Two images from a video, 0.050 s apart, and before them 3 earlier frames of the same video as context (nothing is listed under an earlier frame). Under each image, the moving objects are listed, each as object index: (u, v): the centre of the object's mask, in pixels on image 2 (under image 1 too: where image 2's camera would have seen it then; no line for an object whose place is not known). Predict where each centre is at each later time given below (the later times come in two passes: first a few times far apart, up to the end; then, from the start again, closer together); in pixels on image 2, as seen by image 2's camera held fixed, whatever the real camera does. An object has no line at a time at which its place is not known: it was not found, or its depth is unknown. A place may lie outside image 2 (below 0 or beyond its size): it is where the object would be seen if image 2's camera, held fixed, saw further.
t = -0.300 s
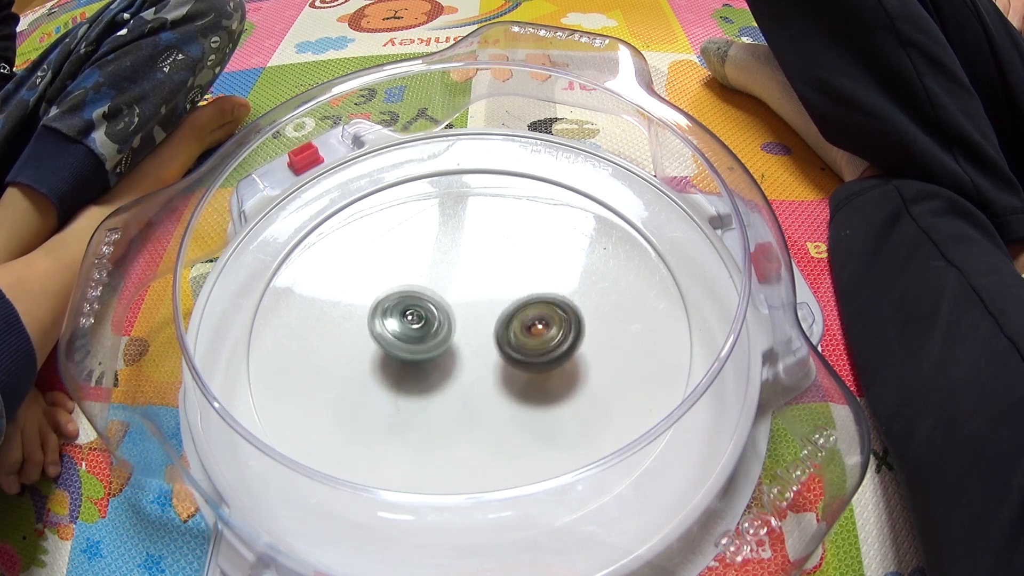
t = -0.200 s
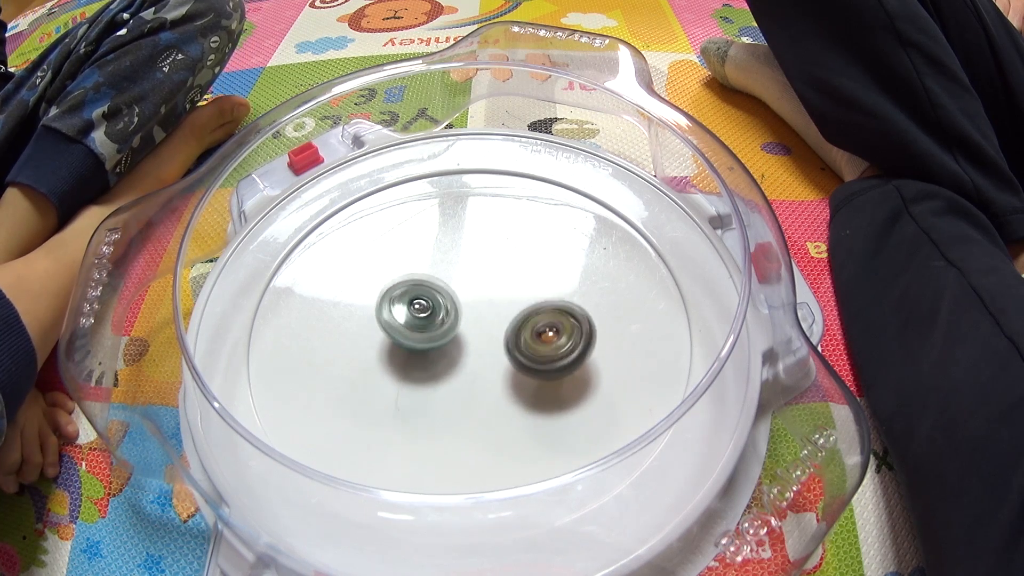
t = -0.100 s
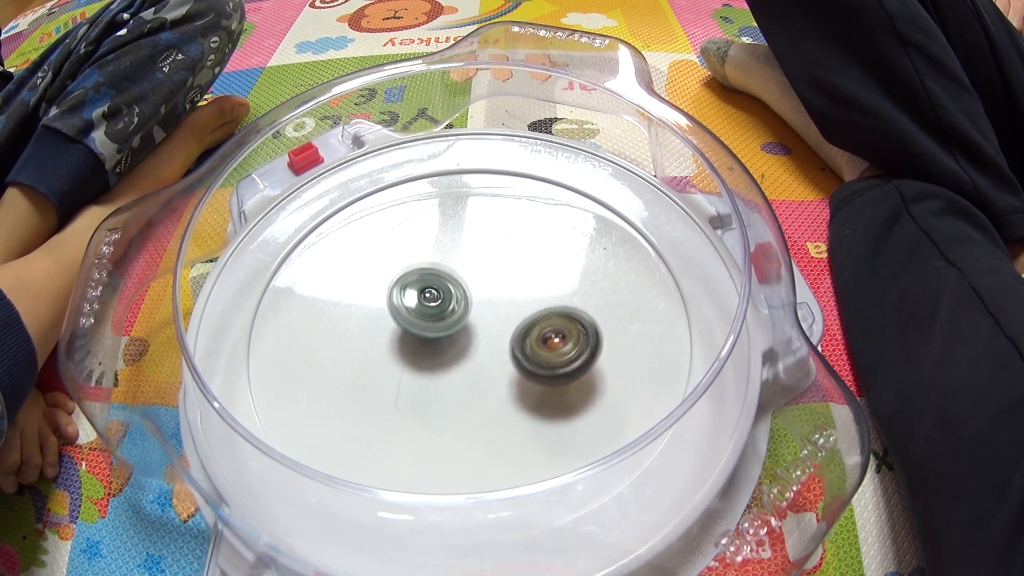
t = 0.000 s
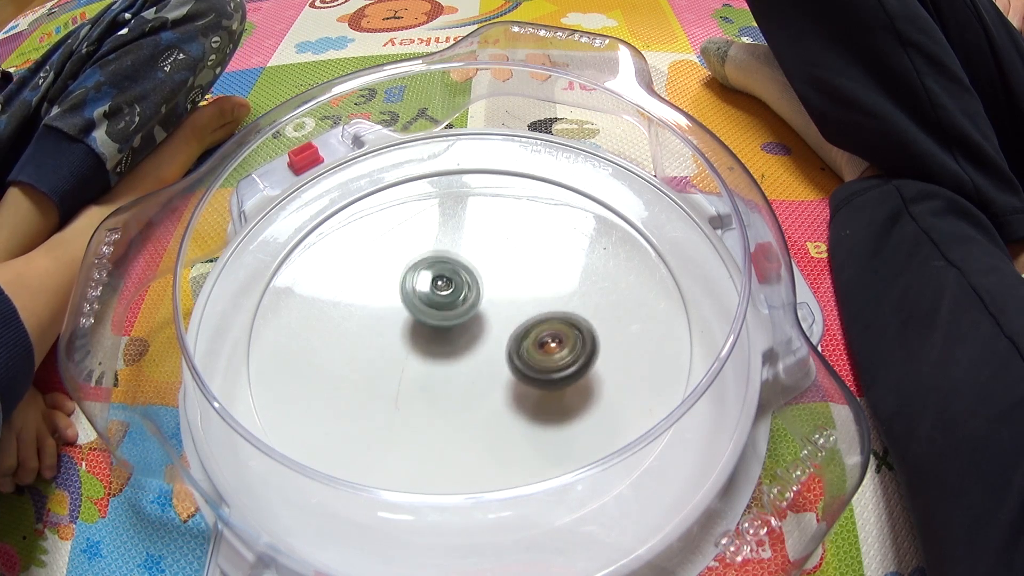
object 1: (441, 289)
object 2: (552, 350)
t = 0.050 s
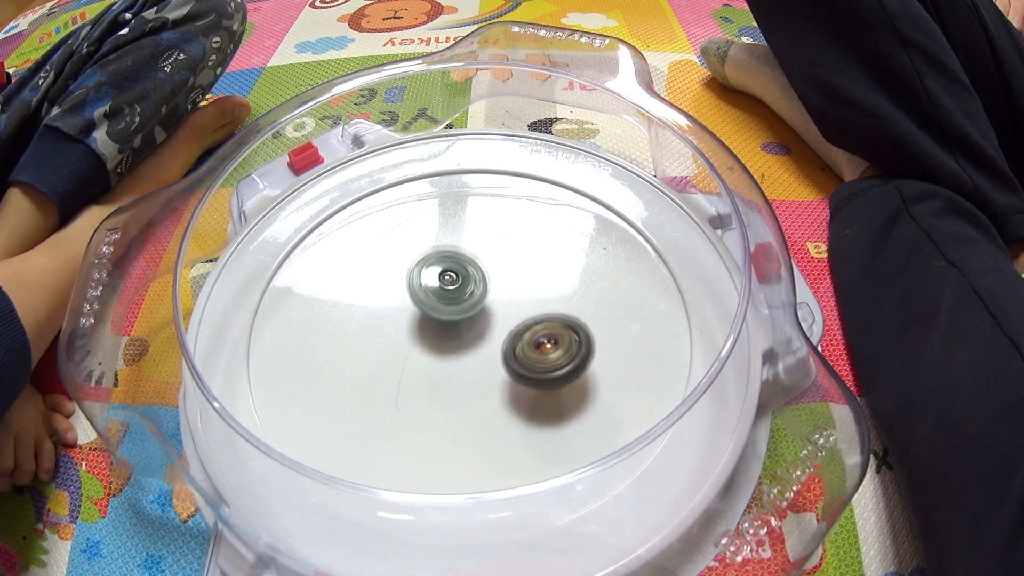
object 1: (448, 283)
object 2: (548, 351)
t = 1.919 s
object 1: (439, 362)
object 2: (402, 290)
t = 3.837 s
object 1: (400, 358)
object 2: (516, 315)
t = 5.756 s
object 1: (409, 287)
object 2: (505, 350)
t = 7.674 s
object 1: (411, 355)
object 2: (502, 314)
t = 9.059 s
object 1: (456, 375)
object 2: (485, 297)
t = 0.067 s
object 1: (450, 281)
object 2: (547, 351)
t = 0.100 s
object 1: (453, 279)
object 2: (542, 353)
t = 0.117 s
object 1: (455, 278)
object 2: (539, 353)
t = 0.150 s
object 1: (459, 276)
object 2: (535, 354)
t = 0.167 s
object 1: (461, 275)
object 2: (533, 355)
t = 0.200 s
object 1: (464, 273)
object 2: (526, 357)
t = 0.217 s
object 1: (466, 273)
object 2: (521, 359)
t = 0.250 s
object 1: (469, 273)
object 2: (514, 361)
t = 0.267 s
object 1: (470, 272)
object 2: (511, 362)
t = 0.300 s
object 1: (474, 271)
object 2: (503, 365)
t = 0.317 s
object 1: (475, 271)
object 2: (498, 367)
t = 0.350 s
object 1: (477, 272)
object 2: (490, 369)
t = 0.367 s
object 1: (479, 272)
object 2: (487, 371)
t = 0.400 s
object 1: (482, 272)
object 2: (480, 373)
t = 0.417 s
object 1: (484, 273)
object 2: (476, 375)
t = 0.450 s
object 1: (486, 274)
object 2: (469, 377)
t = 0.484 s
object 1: (490, 275)
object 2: (464, 378)
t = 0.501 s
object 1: (492, 275)
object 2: (461, 378)
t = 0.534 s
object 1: (494, 276)
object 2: (456, 380)
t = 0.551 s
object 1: (496, 278)
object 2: (453, 381)
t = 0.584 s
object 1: (499, 280)
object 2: (448, 381)
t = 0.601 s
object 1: (501, 281)
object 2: (446, 382)
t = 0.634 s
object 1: (503, 283)
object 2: (442, 382)
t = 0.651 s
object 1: (504, 284)
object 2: (440, 382)
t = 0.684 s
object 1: (506, 287)
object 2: (436, 382)
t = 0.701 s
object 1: (508, 288)
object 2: (434, 382)
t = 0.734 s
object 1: (510, 291)
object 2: (432, 381)
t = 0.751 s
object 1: (510, 292)
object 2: (432, 379)
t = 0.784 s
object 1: (512, 296)
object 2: (432, 378)
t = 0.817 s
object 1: (514, 299)
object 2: (430, 377)
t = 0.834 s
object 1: (514, 300)
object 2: (429, 375)
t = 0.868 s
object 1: (515, 303)
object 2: (426, 373)
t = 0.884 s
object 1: (516, 304)
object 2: (425, 371)
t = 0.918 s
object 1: (517, 307)
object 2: (423, 368)
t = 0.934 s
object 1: (517, 308)
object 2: (422, 367)
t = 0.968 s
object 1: (517, 312)
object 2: (420, 365)
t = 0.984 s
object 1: (518, 313)
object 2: (418, 364)
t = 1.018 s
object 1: (518, 316)
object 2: (415, 360)
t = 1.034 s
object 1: (517, 318)
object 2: (414, 358)
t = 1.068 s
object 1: (518, 321)
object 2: (412, 355)
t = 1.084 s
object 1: (518, 322)
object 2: (411, 353)
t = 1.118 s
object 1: (517, 325)
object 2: (410, 350)
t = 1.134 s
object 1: (517, 326)
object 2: (409, 349)
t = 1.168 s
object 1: (517, 329)
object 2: (407, 346)
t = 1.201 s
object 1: (515, 331)
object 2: (405, 342)
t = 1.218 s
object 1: (515, 333)
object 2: (404, 341)
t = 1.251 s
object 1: (513, 335)
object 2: (403, 338)
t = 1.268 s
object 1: (512, 336)
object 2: (403, 336)
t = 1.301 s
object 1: (508, 339)
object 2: (403, 334)
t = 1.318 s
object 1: (506, 341)
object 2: (403, 332)
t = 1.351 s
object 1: (501, 343)
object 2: (403, 329)
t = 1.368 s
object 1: (498, 344)
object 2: (403, 327)
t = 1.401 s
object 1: (494, 347)
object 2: (403, 324)
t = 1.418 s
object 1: (492, 348)
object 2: (403, 322)
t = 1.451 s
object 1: (487, 350)
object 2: (402, 318)
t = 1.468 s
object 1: (489, 353)
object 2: (398, 313)
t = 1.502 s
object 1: (490, 360)
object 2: (394, 306)
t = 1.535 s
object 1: (488, 365)
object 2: (392, 300)
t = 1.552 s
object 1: (488, 367)
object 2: (391, 298)
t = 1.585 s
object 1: (483, 369)
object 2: (390, 295)
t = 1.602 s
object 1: (480, 370)
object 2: (389, 294)
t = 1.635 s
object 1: (476, 371)
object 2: (388, 293)
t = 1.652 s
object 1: (473, 371)
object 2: (388, 292)
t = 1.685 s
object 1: (468, 370)
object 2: (388, 291)
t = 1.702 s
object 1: (466, 371)
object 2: (388, 290)
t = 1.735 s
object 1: (461, 369)
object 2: (388, 290)
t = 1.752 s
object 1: (458, 368)
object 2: (388, 291)
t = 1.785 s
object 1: (453, 366)
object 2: (390, 291)
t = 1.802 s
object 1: (450, 365)
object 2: (391, 292)
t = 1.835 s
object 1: (446, 363)
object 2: (395, 293)
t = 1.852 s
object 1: (444, 362)
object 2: (397, 294)
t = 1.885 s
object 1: (440, 360)
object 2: (400, 294)
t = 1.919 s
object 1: (439, 362)
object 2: (402, 290)
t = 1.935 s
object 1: (439, 362)
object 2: (403, 288)
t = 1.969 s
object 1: (437, 363)
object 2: (405, 284)
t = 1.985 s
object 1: (437, 362)
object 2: (406, 282)
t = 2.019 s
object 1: (434, 360)
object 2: (409, 278)
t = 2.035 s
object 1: (433, 359)
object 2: (410, 276)
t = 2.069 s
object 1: (432, 356)
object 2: (414, 274)
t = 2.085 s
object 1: (431, 355)
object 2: (415, 274)
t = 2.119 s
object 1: (430, 352)
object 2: (418, 273)
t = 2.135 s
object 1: (430, 349)
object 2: (419, 273)
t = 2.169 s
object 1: (427, 348)
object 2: (422, 272)
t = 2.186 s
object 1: (428, 348)
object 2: (424, 270)
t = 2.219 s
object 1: (426, 346)
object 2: (426, 268)
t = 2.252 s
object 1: (426, 344)
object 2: (428, 267)
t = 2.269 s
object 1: (426, 342)
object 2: (429, 266)
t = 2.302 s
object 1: (425, 341)
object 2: (431, 264)
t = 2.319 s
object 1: (426, 339)
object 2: (433, 263)
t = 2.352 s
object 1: (426, 335)
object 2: (436, 261)
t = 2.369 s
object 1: (426, 335)
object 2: (438, 260)
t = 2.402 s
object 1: (426, 332)
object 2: (443, 257)
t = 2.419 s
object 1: (426, 331)
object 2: (445, 257)
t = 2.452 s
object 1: (427, 328)
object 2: (449, 257)
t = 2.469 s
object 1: (427, 327)
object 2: (451, 257)
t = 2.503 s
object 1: (425, 332)
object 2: (458, 254)
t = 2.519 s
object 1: (425, 334)
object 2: (461, 252)
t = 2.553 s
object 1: (424, 335)
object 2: (467, 251)
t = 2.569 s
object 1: (425, 335)
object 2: (469, 251)
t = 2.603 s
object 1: (427, 334)
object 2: (472, 252)
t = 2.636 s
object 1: (429, 333)
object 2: (475, 255)
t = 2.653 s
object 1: (431, 332)
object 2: (475, 256)
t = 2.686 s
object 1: (433, 330)
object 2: (477, 259)
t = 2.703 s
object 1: (435, 329)
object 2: (477, 260)
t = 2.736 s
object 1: (438, 327)
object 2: (478, 262)
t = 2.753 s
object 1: (437, 329)
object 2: (481, 262)
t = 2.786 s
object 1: (435, 330)
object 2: (488, 261)
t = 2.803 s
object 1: (435, 331)
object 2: (491, 262)
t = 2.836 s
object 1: (436, 330)
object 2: (496, 264)
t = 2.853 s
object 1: (437, 330)
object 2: (498, 266)
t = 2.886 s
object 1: (439, 329)
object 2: (501, 269)
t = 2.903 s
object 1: (440, 330)
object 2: (502, 271)
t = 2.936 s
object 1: (443, 329)
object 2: (503, 274)
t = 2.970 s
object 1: (445, 330)
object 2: (506, 276)
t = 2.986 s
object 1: (446, 330)
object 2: (507, 276)
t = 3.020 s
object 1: (446, 330)
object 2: (512, 276)
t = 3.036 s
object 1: (447, 331)
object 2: (513, 276)
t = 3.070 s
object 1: (448, 330)
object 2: (516, 277)
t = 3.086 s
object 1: (449, 331)
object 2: (516, 278)
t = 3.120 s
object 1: (452, 330)
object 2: (517, 280)
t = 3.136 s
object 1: (451, 331)
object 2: (518, 280)
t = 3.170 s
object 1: (451, 332)
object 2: (520, 281)
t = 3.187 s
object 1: (450, 333)
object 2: (521, 282)
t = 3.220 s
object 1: (453, 333)
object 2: (522, 284)
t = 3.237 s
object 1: (452, 334)
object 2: (523, 286)
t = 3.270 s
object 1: (452, 335)
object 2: (525, 287)
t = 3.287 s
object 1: (452, 335)
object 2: (526, 287)
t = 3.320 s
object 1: (452, 337)
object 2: (526, 289)
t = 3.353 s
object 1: (453, 337)
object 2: (525, 291)
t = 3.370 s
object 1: (451, 338)
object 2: (526, 292)
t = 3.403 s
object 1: (447, 340)
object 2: (530, 294)
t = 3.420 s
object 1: (446, 342)
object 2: (531, 294)
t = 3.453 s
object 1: (445, 343)
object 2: (533, 296)
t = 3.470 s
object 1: (444, 344)
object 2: (533, 297)
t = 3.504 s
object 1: (444, 344)
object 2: (531, 299)
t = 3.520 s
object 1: (443, 345)
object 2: (529, 301)
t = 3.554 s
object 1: (443, 345)
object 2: (526, 304)
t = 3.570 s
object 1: (442, 346)
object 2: (524, 306)
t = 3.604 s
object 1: (432, 348)
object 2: (528, 306)
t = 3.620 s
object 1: (425, 350)
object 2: (531, 305)
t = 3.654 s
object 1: (416, 353)
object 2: (533, 306)
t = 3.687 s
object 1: (410, 356)
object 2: (532, 307)
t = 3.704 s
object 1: (407, 356)
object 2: (531, 308)
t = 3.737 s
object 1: (405, 357)
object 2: (529, 310)
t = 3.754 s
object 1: (403, 358)
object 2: (529, 311)
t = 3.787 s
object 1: (402, 358)
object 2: (524, 312)
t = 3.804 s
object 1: (401, 358)
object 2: (521, 313)
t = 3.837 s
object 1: (400, 358)
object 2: (516, 315)
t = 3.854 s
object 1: (400, 358)
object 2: (513, 316)
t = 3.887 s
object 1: (400, 357)
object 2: (509, 318)
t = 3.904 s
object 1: (399, 356)
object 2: (507, 318)
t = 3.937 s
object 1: (400, 355)
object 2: (502, 319)
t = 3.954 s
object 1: (400, 355)
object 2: (499, 320)
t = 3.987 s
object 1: (401, 353)
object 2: (495, 321)
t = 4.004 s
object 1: (401, 353)
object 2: (494, 322)
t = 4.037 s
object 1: (401, 351)
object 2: (491, 323)
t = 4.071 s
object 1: (396, 351)
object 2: (493, 322)
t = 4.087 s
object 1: (393, 350)
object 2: (495, 322)
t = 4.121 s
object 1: (391, 348)
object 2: (496, 322)
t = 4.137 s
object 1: (391, 347)
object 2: (496, 323)
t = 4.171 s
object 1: (392, 344)
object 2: (494, 324)
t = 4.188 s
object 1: (392, 343)
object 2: (492, 324)
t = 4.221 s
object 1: (395, 340)
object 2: (490, 326)
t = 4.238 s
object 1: (396, 339)
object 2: (489, 326)
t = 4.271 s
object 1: (392, 336)
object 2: (493, 326)
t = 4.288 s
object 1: (391, 335)
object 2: (495, 325)
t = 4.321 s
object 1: (390, 330)
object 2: (496, 325)
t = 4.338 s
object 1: (391, 329)
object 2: (497, 325)
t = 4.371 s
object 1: (393, 326)
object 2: (496, 324)
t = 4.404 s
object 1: (396, 323)
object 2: (494, 323)
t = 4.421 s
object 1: (397, 322)
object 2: (493, 322)
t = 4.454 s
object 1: (399, 318)
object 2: (493, 321)
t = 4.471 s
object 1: (398, 316)
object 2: (497, 320)
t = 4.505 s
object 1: (398, 312)
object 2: (500, 318)
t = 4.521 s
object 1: (400, 309)
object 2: (501, 317)
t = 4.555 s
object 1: (403, 307)
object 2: (503, 315)
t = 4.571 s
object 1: (405, 304)
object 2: (503, 313)
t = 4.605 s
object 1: (409, 302)
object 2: (502, 312)
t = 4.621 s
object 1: (411, 300)
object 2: (502, 311)
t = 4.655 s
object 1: (414, 297)
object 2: (503, 309)
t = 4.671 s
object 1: (412, 295)
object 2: (507, 309)
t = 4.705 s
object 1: (412, 290)
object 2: (514, 308)
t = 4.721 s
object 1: (413, 289)
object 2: (516, 307)
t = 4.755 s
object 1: (415, 286)
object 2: (519, 304)
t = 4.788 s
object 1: (419, 284)
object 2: (520, 304)
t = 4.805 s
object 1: (421, 283)
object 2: (521, 303)
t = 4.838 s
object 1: (424, 282)
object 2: (519, 302)
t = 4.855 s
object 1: (427, 281)
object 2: (517, 302)
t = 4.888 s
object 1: (431, 280)
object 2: (517, 302)
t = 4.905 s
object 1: (431, 279)
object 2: (517, 302)
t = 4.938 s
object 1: (425, 272)
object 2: (527, 307)
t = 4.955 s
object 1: (422, 269)
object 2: (531, 309)
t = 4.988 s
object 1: (420, 265)
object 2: (536, 310)
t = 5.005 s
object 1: (419, 266)
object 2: (538, 311)
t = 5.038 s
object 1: (420, 265)
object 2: (542, 311)
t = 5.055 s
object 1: (421, 266)
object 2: (542, 311)
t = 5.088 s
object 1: (422, 266)
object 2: (541, 312)
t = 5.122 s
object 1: (424, 267)
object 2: (540, 312)
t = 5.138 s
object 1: (426, 268)
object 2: (538, 312)
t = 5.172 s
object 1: (428, 270)
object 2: (534, 313)
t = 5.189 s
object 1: (430, 270)
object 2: (533, 313)
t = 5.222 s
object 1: (433, 273)
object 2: (529, 313)
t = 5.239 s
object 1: (434, 274)
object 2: (526, 314)
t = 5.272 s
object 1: (437, 277)
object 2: (524, 314)
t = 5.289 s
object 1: (438, 279)
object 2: (521, 314)
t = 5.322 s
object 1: (441, 282)
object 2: (518, 316)
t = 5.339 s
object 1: (438, 278)
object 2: (523, 321)
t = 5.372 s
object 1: (427, 268)
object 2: (533, 335)
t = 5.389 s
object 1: (422, 264)
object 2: (537, 340)
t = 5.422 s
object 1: (417, 261)
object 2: (539, 351)
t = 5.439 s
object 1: (415, 261)
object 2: (540, 355)
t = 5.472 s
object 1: (413, 262)
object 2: (540, 360)
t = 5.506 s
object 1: (411, 264)
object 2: (538, 364)
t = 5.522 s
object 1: (411, 265)
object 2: (537, 365)
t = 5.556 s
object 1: (409, 268)
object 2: (532, 366)
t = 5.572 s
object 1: (408, 268)
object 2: (531, 366)
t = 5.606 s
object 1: (408, 271)
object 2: (525, 365)
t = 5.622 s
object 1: (407, 274)
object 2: (523, 364)
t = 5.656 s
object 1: (407, 277)
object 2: (517, 361)
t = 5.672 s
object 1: (408, 278)
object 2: (515, 360)
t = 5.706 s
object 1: (408, 282)
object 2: (510, 356)
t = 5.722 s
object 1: (408, 283)
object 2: (508, 355)
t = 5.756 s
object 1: (409, 287)
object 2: (505, 350)
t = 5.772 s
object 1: (410, 289)
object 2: (502, 347)
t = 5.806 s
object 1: (411, 294)
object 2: (501, 343)
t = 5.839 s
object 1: (413, 298)
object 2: (498, 339)
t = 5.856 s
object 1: (415, 299)
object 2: (498, 338)
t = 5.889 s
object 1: (415, 303)
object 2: (495, 337)
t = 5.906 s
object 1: (413, 305)
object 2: (495, 338)
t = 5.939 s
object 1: (413, 305)
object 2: (493, 339)
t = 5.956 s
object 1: (414, 305)
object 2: (493, 341)
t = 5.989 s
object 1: (407, 302)
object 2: (496, 350)
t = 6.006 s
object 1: (404, 301)
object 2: (496, 353)
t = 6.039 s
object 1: (402, 300)
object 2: (496, 357)
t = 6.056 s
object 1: (402, 301)
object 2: (495, 359)
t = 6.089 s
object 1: (400, 303)
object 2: (492, 361)
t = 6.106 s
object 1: (400, 303)
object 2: (489, 362)
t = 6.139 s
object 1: (399, 305)
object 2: (484, 362)
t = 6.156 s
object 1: (398, 307)
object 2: (481, 362)
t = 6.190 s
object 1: (397, 309)
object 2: (475, 360)
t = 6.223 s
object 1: (397, 311)
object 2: (471, 358)
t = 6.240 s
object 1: (397, 310)
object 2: (467, 356)
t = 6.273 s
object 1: (389, 301)
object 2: (474, 363)
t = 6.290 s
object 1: (386, 298)
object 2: (477, 365)
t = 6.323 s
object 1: (383, 293)
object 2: (481, 366)
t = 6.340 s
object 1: (382, 290)
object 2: (482, 364)
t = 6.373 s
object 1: (381, 290)
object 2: (484, 361)
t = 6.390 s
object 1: (381, 290)
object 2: (484, 360)
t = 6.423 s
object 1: (380, 290)
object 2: (487, 356)
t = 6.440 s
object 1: (380, 289)
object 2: (486, 354)
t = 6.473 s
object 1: (380, 290)
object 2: (488, 349)
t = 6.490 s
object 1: (381, 290)
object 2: (488, 347)
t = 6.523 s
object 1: (382, 289)
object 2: (488, 341)
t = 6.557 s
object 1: (384, 289)
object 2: (488, 337)
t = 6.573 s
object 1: (385, 290)
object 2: (487, 334)
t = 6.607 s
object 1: (387, 291)
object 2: (487, 329)
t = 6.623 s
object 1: (390, 290)
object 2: (485, 327)
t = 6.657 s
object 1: (394, 292)
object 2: (484, 322)
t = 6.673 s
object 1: (395, 293)
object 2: (483, 320)
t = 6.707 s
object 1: (395, 290)
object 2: (487, 319)
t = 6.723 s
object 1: (389, 285)
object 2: (494, 322)
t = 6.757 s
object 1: (383, 278)
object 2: (504, 325)
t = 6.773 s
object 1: (383, 277)
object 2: (510, 326)
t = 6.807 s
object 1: (383, 275)
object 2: (515, 327)
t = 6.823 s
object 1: (383, 276)
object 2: (517, 326)
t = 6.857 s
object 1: (385, 278)
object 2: (520, 326)
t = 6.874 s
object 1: (386, 278)
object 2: (521, 325)
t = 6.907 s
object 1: (387, 280)
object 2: (522, 324)
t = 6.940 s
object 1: (390, 282)
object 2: (523, 323)
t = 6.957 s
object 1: (392, 283)
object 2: (524, 322)
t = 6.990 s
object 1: (395, 286)
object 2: (524, 321)
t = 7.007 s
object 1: (396, 288)
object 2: (524, 320)
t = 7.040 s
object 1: (400, 291)
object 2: (524, 319)
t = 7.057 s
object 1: (402, 292)
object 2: (524, 319)
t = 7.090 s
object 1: (406, 296)
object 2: (524, 318)
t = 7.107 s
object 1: (409, 297)
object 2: (523, 317)
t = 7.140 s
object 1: (412, 300)
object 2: (522, 316)
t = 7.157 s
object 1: (413, 303)
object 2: (521, 316)
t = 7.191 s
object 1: (418, 307)
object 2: (519, 315)
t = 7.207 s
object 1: (419, 309)
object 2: (518, 314)
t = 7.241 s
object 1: (424, 314)
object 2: (515, 314)
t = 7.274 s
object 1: (422, 318)
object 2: (520, 314)
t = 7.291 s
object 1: (421, 318)
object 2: (522, 314)
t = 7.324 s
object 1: (420, 323)
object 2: (524, 315)
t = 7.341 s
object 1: (421, 324)
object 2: (523, 315)
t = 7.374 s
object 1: (421, 327)
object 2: (522, 316)
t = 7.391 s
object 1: (421, 330)
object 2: (521, 316)
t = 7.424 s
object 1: (422, 334)
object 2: (519, 316)
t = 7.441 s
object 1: (421, 335)
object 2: (518, 316)
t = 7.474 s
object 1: (421, 339)
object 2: (514, 316)
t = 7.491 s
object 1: (422, 341)
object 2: (512, 315)
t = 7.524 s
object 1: (422, 344)
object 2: (509, 316)
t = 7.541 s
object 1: (419, 346)
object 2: (509, 315)
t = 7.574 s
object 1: (416, 350)
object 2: (509, 315)
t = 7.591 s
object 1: (414, 350)
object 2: (509, 314)
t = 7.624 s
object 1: (413, 352)
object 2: (507, 314)
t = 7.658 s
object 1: (413, 354)
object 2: (504, 314)
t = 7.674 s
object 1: (411, 355)
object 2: (502, 314)
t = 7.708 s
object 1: (410, 357)
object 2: (499, 314)
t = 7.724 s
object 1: (409, 357)
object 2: (497, 314)
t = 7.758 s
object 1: (407, 359)
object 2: (493, 314)
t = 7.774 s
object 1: (407, 360)
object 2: (491, 314)
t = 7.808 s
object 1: (406, 359)
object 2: (486, 314)
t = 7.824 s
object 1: (405, 360)
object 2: (485, 314)
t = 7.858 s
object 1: (399, 361)
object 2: (486, 314)
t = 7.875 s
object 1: (390, 364)
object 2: (490, 311)
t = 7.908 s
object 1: (378, 365)
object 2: (496, 308)
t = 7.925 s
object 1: (375, 365)
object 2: (497, 307)
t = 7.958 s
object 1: (373, 365)
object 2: (497, 305)
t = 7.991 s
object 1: (372, 365)
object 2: (497, 303)
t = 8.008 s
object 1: (372, 365)
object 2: (498, 302)
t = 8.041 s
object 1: (371, 364)
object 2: (497, 300)
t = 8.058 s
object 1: (372, 363)
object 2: (496, 299)
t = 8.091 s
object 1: (373, 362)
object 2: (496, 298)
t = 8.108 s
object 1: (374, 362)
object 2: (494, 298)
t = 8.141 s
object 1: (377, 359)
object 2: (492, 297)
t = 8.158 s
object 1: (378, 358)
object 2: (492, 297)
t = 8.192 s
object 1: (382, 357)
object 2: (490, 296)
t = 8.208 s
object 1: (384, 356)
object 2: (489, 296)
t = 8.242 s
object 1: (389, 354)
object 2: (487, 296)
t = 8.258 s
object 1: (391, 353)
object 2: (485, 296)
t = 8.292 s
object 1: (397, 351)
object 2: (483, 296)
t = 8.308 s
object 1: (401, 349)
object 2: (483, 297)
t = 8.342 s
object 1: (409, 346)
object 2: (480, 298)
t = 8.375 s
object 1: (406, 347)
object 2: (488, 293)
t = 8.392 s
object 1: (402, 347)
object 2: (493, 291)
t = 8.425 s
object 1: (401, 347)
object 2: (499, 288)
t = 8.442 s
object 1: (403, 345)
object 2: (500, 287)
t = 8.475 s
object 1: (406, 346)
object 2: (502, 285)
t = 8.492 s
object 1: (409, 346)
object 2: (502, 284)
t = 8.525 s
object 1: (411, 347)
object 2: (504, 283)
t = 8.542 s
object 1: (414, 348)
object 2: (504, 282)
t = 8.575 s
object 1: (417, 348)
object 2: (505, 281)
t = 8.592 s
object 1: (420, 349)
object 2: (505, 281)
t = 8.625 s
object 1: (424, 350)
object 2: (505, 281)
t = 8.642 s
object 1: (426, 351)
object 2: (505, 281)
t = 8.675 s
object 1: (430, 351)
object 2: (505, 281)
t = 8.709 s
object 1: (433, 352)
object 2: (504, 282)
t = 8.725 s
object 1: (436, 353)
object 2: (503, 283)
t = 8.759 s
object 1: (440, 354)
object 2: (502, 285)
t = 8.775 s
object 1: (442, 355)
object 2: (501, 286)
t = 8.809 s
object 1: (446, 355)
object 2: (500, 288)
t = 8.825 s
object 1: (447, 357)
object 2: (498, 289)
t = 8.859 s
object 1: (452, 357)
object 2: (496, 290)
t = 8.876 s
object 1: (452, 359)
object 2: (495, 291)
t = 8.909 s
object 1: (452, 362)
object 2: (494, 292)
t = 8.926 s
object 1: (452, 362)
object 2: (493, 292)
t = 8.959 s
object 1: (454, 365)
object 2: (491, 294)
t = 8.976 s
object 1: (456, 365)
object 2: (490, 295)
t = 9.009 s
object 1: (457, 367)
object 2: (488, 297)
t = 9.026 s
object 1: (458, 369)
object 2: (486, 297)
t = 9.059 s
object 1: (456, 375)
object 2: (485, 297)
